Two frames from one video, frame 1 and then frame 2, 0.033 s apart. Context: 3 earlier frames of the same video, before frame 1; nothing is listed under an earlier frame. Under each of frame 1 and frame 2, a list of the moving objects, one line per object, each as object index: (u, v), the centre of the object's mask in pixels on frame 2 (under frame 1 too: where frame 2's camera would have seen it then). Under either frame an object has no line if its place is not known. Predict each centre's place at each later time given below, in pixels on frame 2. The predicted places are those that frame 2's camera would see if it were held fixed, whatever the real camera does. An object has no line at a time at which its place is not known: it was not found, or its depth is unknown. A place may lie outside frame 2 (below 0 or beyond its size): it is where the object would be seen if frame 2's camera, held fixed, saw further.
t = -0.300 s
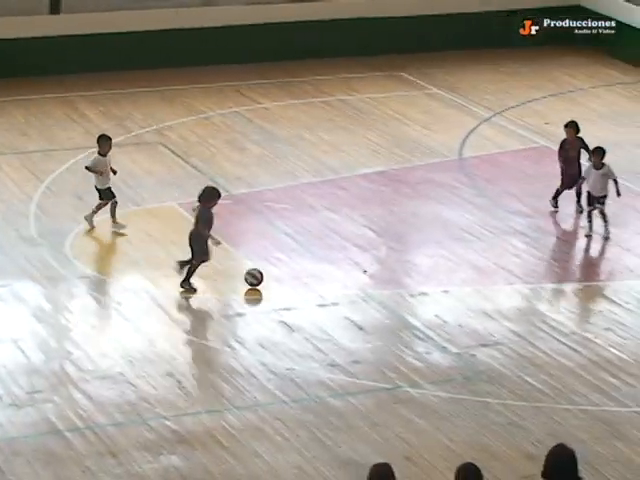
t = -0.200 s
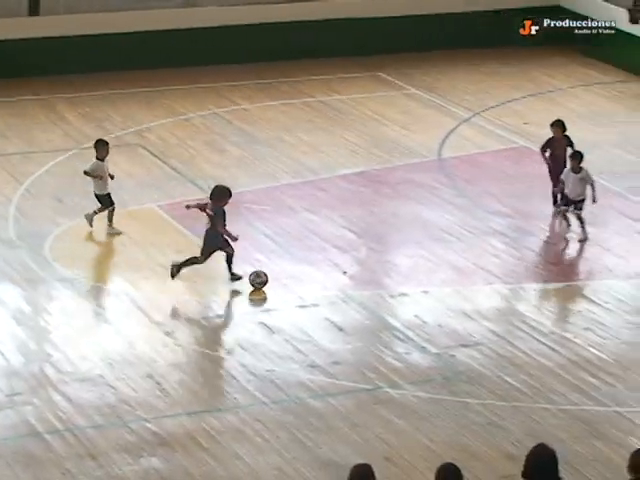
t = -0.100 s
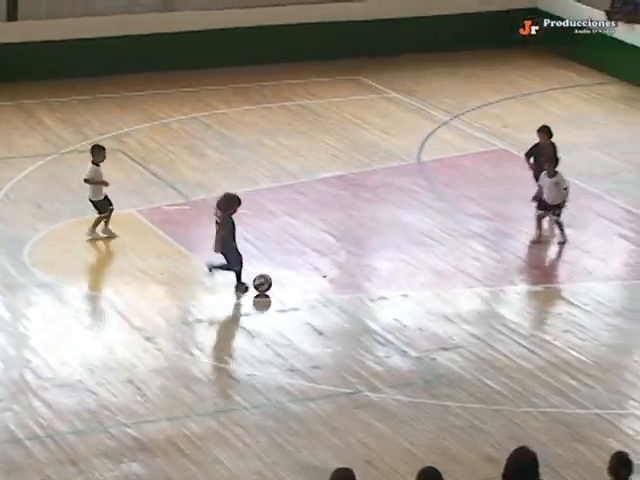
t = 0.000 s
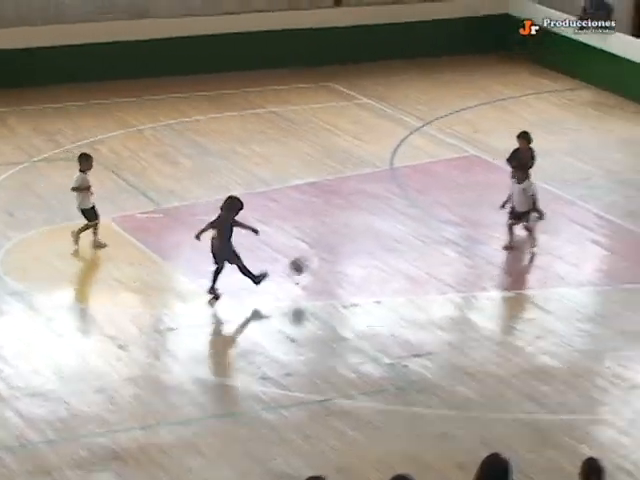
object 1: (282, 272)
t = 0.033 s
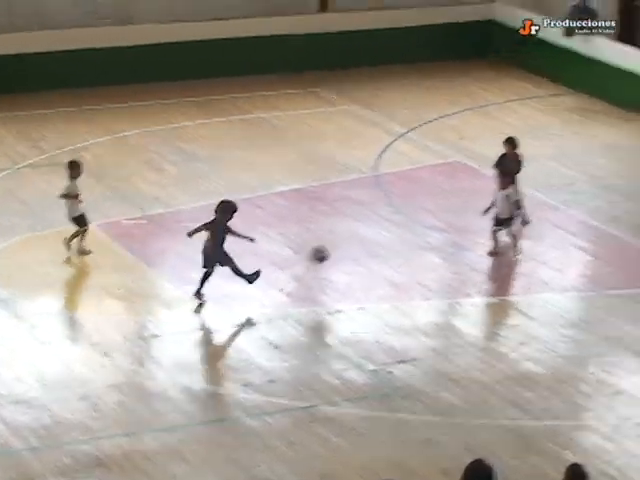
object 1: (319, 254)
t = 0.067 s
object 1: (354, 237)
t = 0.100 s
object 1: (389, 221)
